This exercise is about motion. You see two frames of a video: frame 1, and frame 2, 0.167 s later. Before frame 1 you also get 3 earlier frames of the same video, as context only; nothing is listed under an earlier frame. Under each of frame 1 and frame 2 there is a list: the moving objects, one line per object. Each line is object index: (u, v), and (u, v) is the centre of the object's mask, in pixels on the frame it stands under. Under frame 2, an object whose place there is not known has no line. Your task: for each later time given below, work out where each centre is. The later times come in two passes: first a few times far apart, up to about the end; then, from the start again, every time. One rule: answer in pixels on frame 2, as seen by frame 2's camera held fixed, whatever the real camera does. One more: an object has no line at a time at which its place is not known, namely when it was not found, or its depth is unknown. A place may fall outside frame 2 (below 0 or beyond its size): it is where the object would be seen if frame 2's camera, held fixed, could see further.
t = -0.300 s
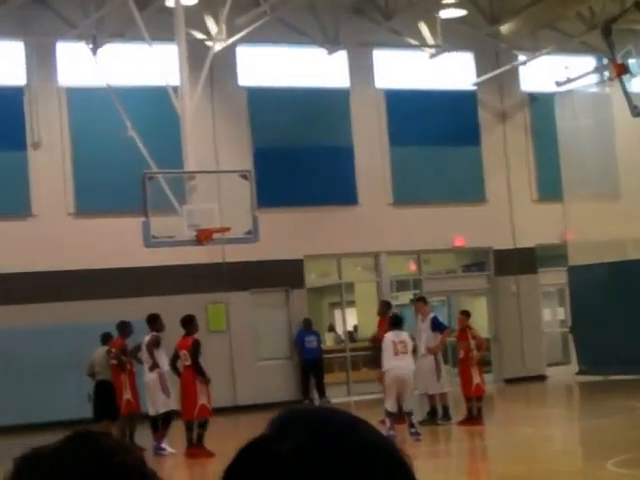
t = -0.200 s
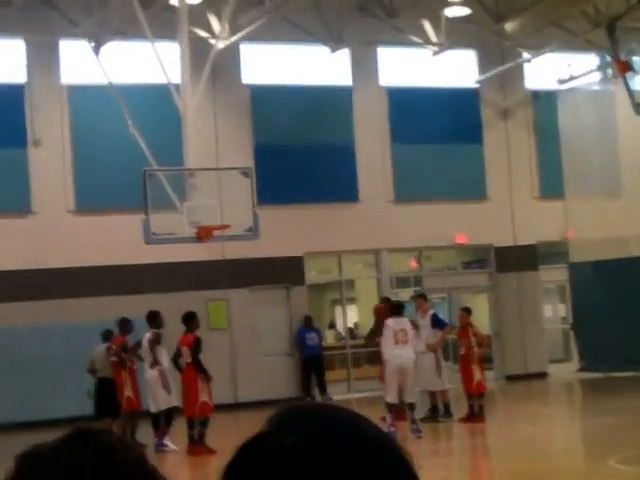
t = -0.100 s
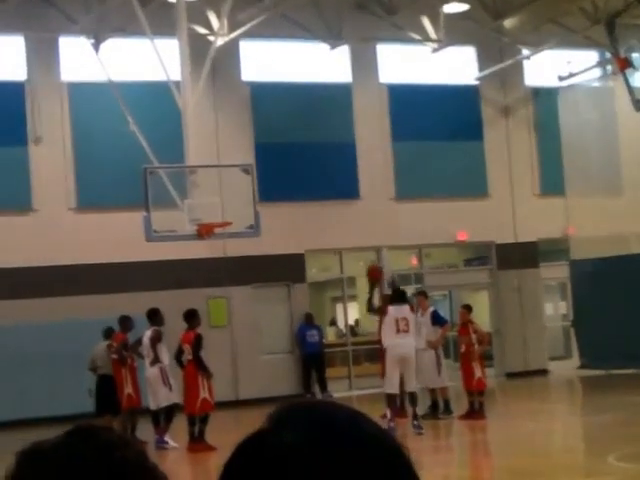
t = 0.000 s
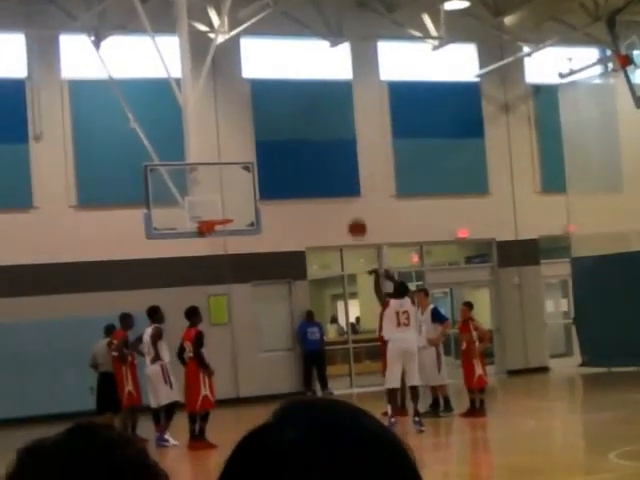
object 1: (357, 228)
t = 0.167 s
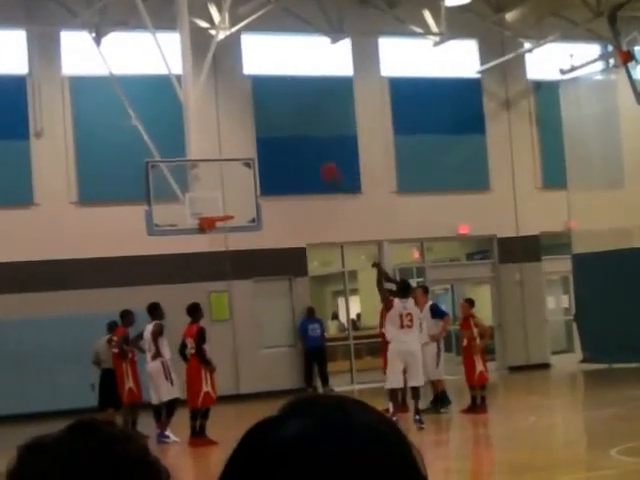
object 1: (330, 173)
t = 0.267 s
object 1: (313, 152)
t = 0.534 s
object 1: (277, 135)
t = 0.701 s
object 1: (256, 147)
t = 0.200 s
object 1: (324, 165)
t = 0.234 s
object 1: (317, 158)
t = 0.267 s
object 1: (313, 152)
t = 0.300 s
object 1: (309, 147)
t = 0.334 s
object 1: (303, 143)
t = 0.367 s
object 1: (298, 140)
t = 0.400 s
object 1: (295, 138)
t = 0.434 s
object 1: (290, 136)
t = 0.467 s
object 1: (284, 135)
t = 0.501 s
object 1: (280, 134)
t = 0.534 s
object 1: (277, 135)
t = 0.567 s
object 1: (273, 135)
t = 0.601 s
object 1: (267, 137)
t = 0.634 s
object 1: (263, 140)
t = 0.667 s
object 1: (259, 143)
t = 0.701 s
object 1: (256, 147)
